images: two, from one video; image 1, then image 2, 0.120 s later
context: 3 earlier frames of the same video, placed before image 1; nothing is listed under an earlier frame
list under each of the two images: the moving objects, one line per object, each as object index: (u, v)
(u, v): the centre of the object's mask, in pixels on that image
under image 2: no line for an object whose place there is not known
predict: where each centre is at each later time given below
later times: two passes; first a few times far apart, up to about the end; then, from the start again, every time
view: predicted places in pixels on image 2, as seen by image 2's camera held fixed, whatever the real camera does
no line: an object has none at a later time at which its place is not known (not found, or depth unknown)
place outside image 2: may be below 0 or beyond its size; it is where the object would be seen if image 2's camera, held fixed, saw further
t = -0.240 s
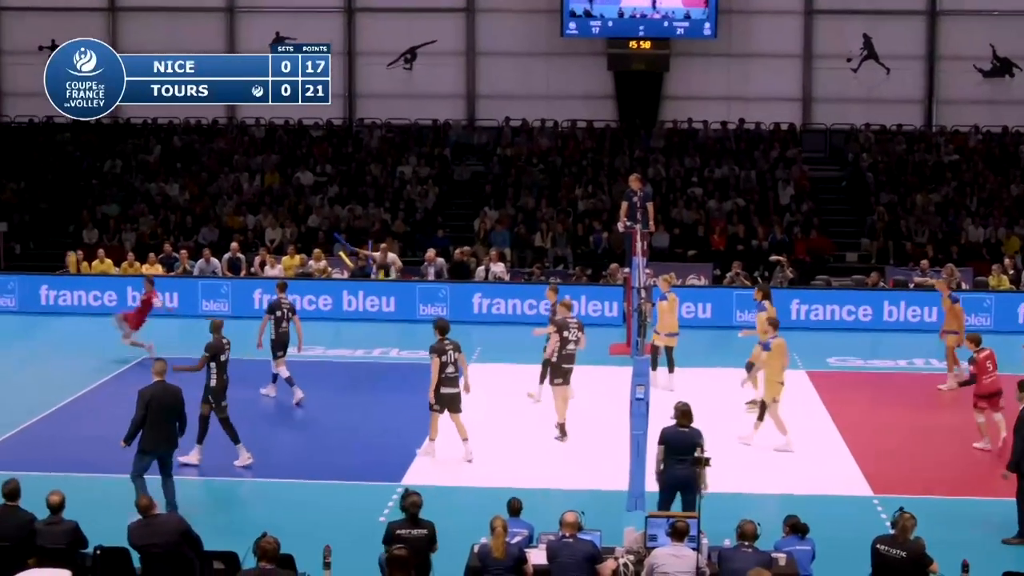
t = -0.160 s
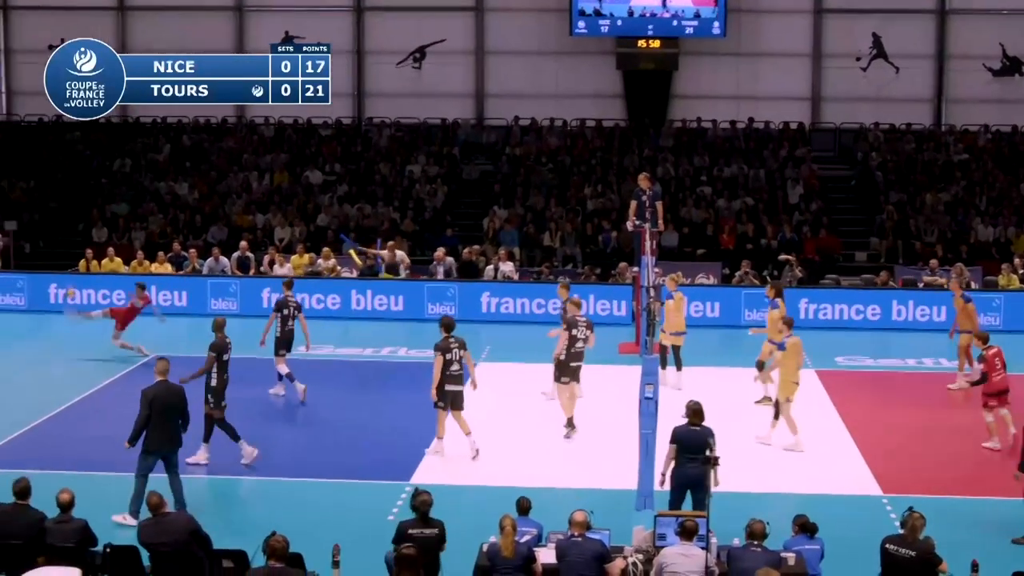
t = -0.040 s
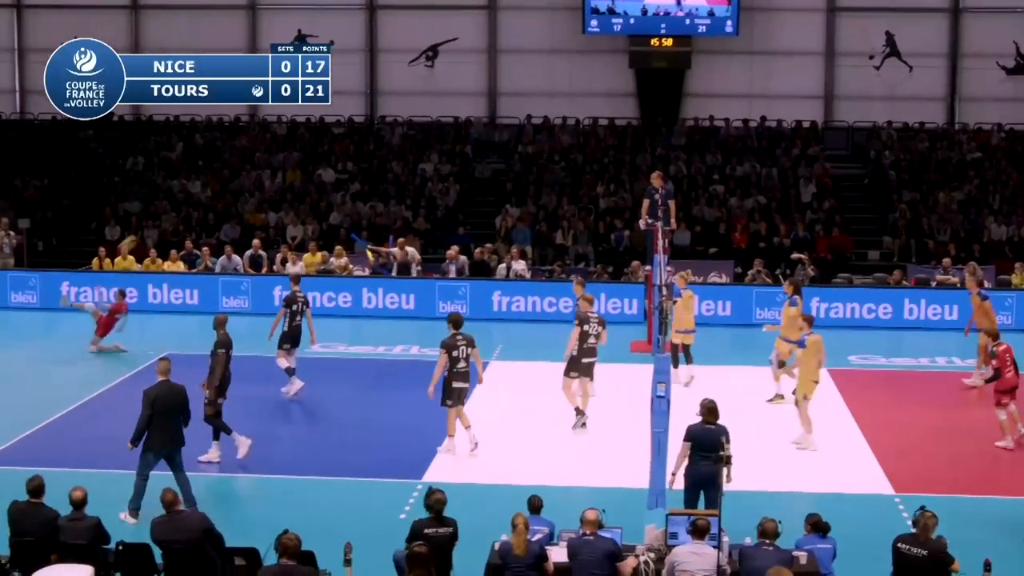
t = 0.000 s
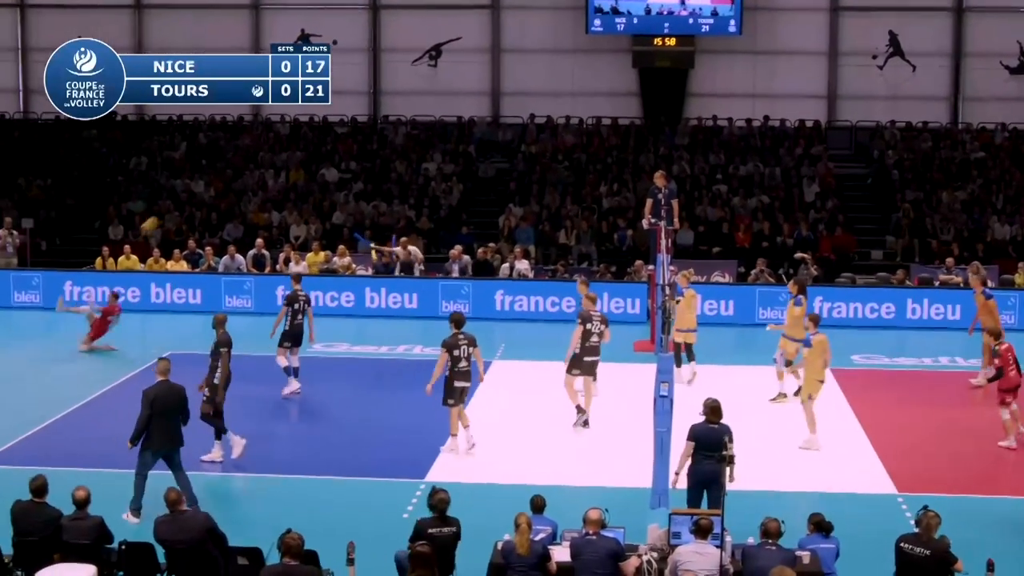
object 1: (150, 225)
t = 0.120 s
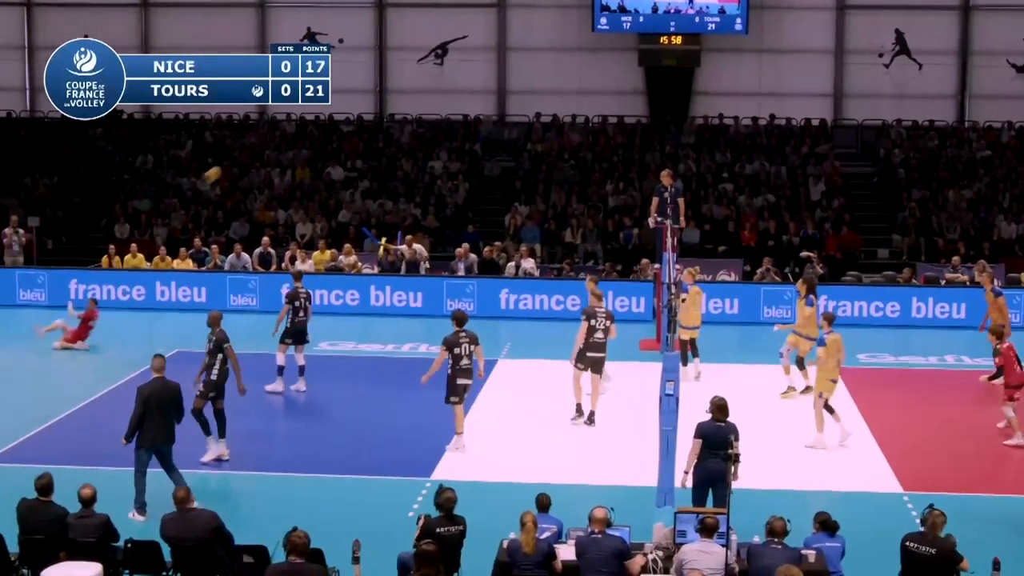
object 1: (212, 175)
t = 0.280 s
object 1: (292, 124)
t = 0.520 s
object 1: (413, 80)
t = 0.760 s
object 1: (529, 76)
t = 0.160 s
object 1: (232, 161)
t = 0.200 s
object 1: (252, 147)
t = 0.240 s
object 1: (272, 135)
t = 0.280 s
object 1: (292, 124)
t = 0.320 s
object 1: (312, 114)
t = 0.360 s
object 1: (332, 104)
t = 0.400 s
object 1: (353, 97)
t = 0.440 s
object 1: (373, 90)
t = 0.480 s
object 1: (392, 85)
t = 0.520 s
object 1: (413, 80)
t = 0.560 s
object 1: (433, 76)
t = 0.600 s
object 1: (453, 75)
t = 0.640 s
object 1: (471, 74)
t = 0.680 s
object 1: (492, 74)
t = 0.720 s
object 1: (509, 75)
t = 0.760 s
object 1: (529, 76)
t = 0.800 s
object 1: (548, 80)
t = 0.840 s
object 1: (567, 84)
